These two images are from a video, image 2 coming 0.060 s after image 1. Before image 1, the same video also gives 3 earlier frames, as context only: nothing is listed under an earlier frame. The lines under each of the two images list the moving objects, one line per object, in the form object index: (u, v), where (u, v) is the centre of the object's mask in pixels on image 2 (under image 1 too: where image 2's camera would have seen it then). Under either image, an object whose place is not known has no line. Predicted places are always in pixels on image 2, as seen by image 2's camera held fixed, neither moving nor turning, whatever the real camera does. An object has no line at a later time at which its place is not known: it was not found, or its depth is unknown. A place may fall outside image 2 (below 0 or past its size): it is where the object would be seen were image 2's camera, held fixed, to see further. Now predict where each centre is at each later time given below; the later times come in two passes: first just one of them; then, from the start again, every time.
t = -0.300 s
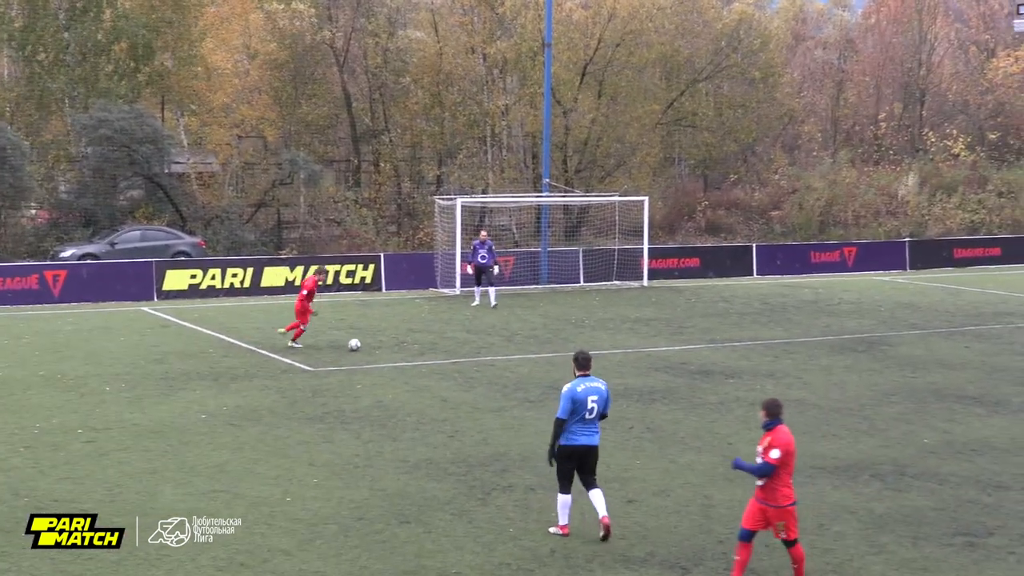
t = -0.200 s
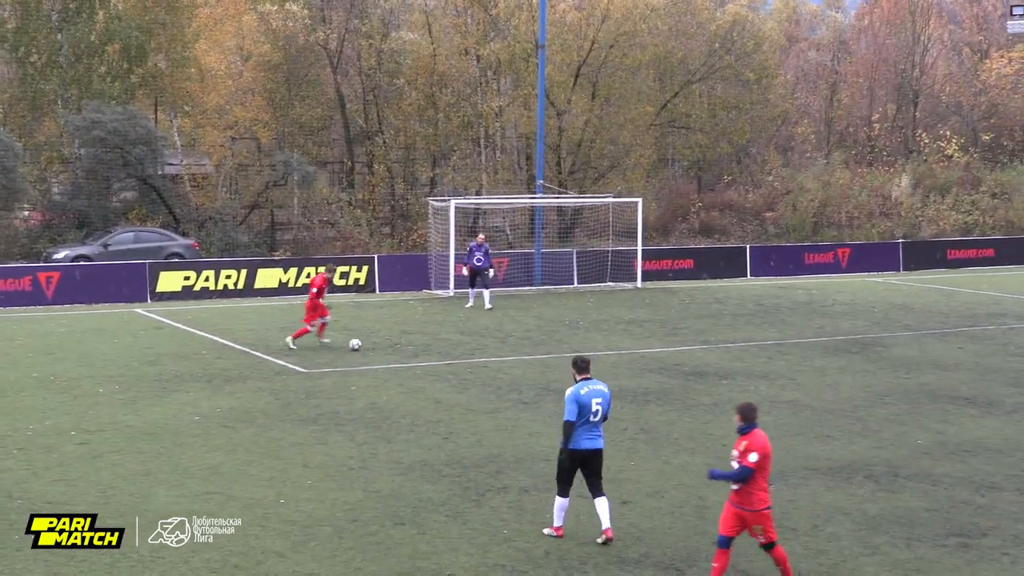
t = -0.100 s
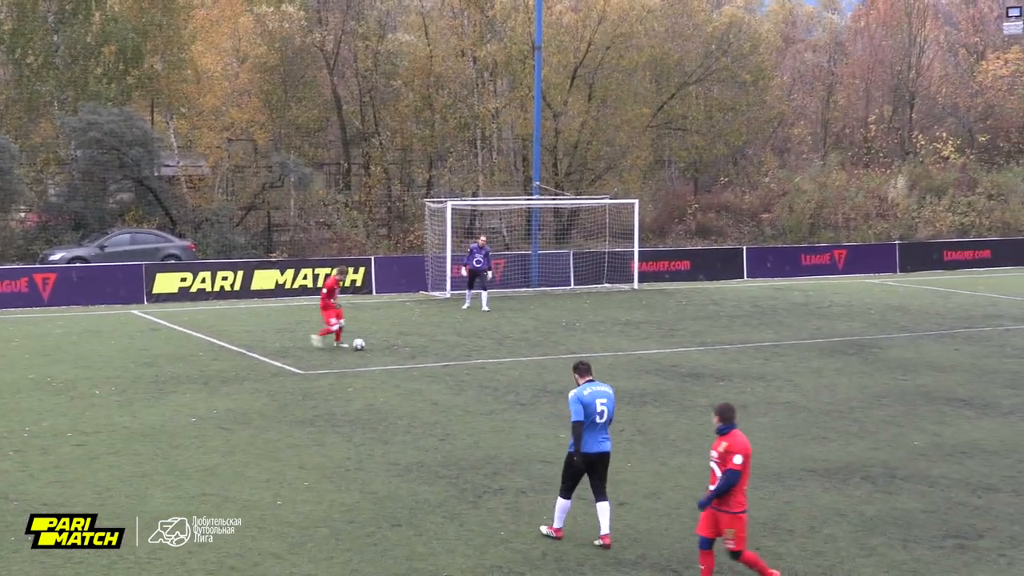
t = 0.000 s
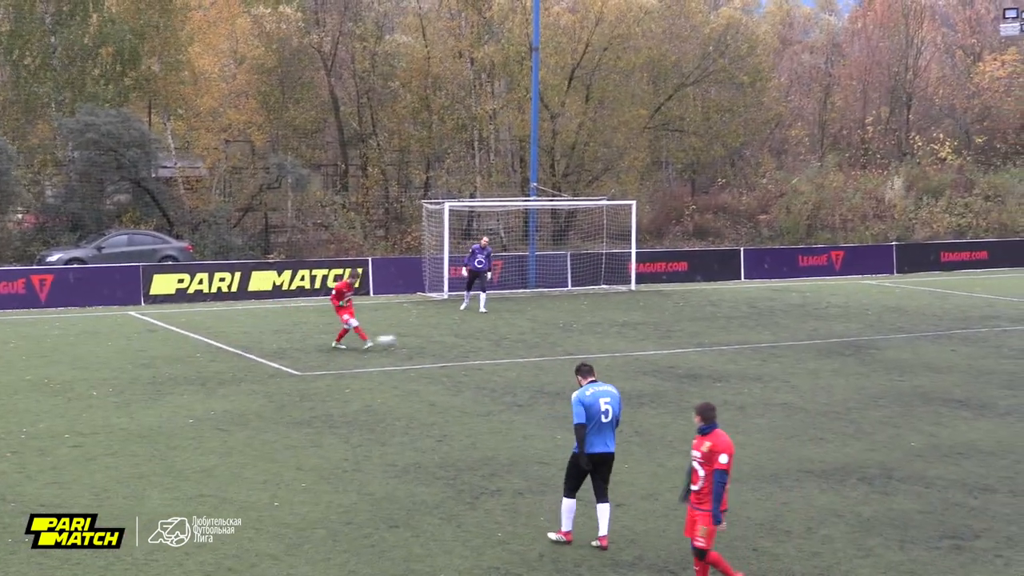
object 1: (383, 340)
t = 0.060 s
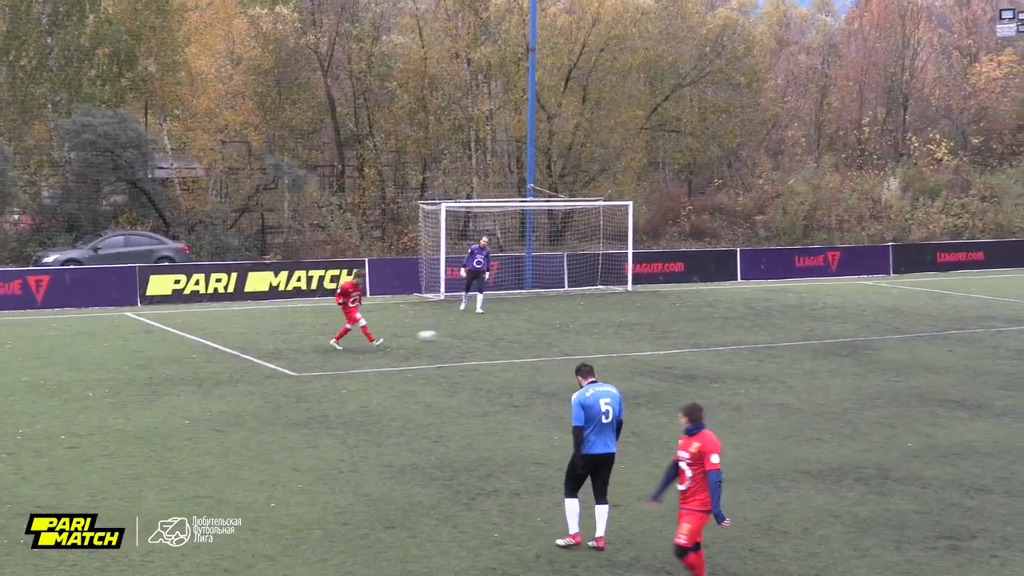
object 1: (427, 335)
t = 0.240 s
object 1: (556, 328)
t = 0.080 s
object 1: (441, 334)
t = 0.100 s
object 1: (455, 332)
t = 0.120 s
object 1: (471, 331)
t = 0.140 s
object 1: (485, 330)
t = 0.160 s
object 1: (499, 329)
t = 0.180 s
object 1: (514, 328)
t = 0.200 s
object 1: (528, 329)
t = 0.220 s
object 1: (542, 329)
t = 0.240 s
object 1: (556, 328)
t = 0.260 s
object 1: (571, 329)
